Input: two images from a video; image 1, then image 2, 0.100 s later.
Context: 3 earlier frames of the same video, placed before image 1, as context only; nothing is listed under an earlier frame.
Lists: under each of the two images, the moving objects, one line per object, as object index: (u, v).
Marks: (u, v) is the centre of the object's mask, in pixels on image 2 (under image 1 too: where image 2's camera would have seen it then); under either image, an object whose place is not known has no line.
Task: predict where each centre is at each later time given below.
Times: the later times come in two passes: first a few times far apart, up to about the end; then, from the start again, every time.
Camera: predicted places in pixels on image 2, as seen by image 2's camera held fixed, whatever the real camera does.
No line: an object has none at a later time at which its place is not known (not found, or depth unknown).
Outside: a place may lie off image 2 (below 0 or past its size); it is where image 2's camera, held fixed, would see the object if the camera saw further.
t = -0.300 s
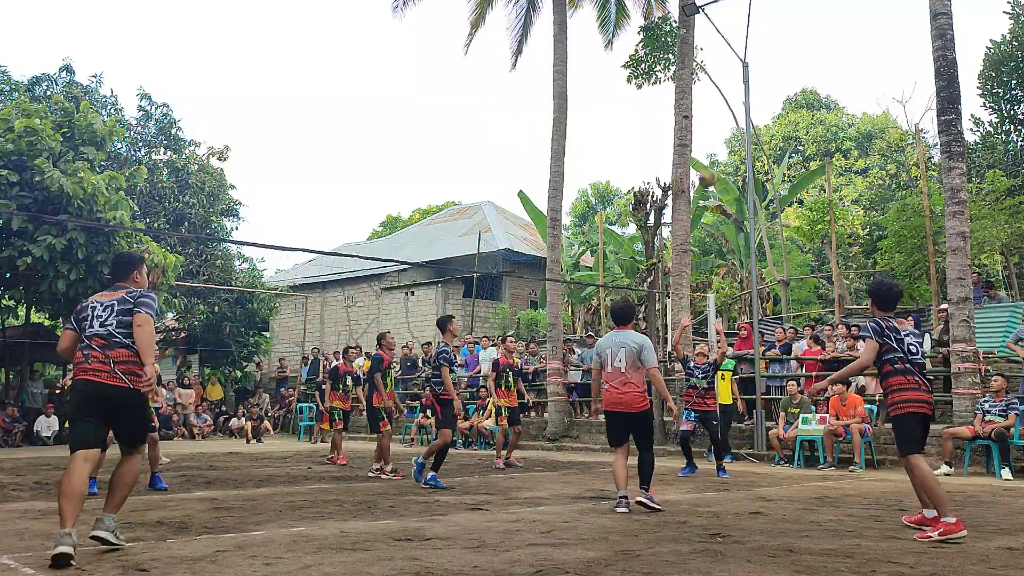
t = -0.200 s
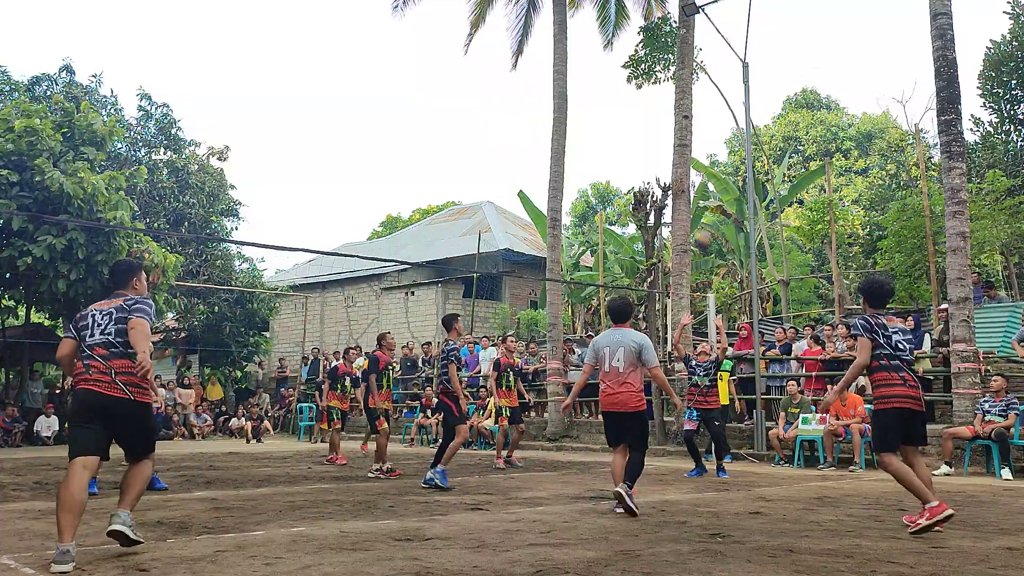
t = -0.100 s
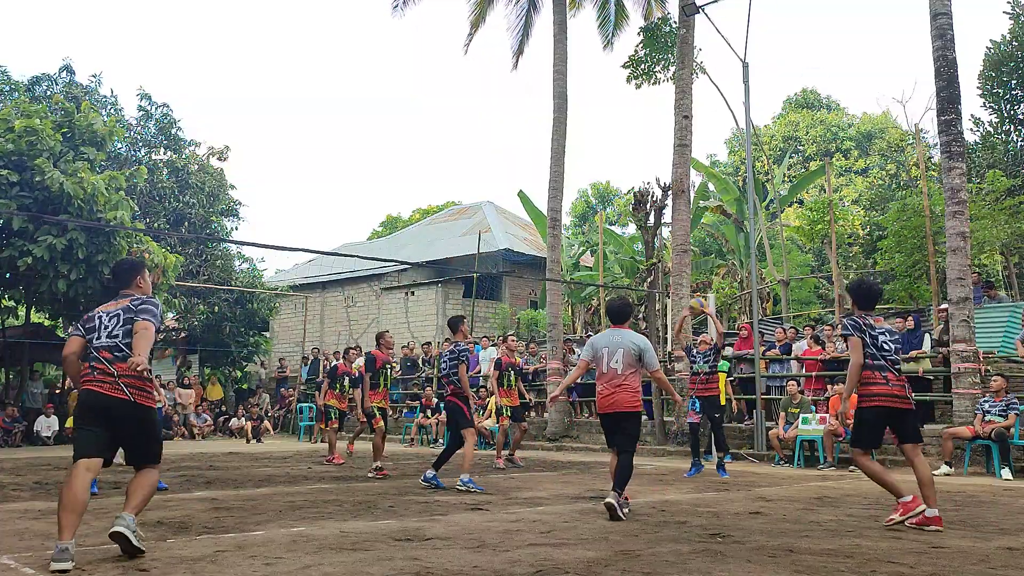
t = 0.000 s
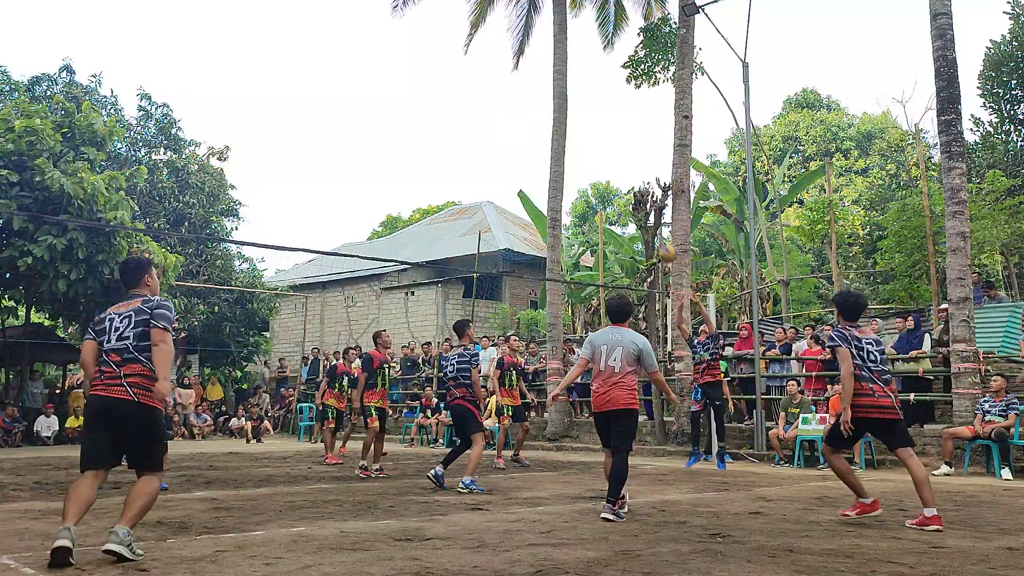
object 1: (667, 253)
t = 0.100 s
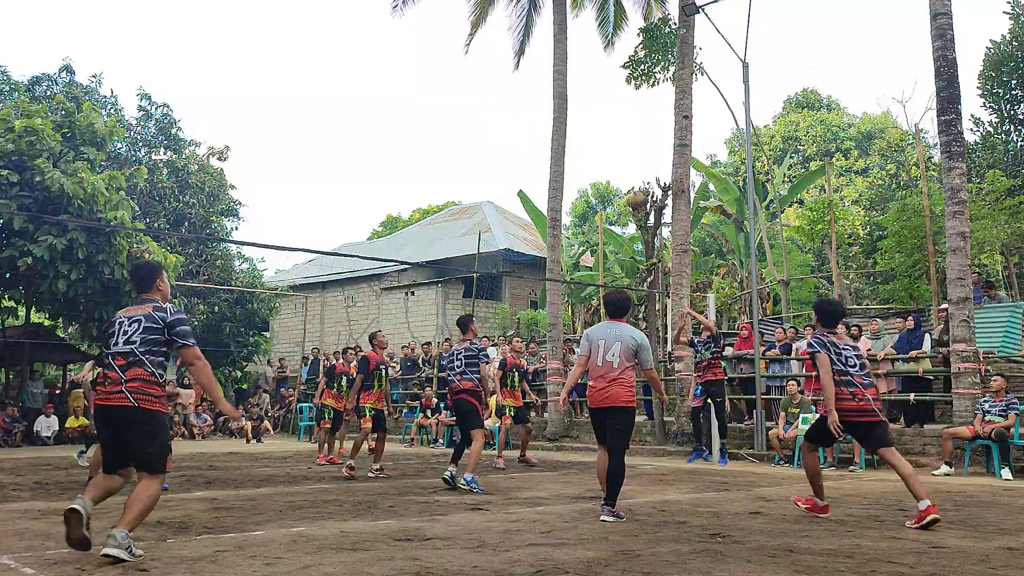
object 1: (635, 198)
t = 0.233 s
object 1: (589, 139)
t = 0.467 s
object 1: (505, 64)
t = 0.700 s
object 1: (411, 31)
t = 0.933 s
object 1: (304, 51)
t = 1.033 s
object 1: (254, 78)
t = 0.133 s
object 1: (624, 184)
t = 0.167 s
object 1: (612, 168)
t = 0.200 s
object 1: (600, 153)
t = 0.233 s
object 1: (589, 139)
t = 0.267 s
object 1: (577, 126)
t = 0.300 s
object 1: (567, 114)
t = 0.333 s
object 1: (554, 103)
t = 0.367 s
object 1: (542, 92)
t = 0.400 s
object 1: (530, 81)
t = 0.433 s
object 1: (518, 72)
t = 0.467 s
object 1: (505, 64)
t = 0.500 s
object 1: (493, 56)
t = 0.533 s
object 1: (479, 50)
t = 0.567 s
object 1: (466, 44)
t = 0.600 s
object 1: (453, 39)
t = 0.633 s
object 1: (439, 36)
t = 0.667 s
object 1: (425, 33)
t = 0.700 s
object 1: (411, 31)
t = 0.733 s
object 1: (397, 31)
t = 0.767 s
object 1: (382, 31)
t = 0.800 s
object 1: (367, 33)
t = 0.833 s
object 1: (352, 35)
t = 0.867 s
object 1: (336, 39)
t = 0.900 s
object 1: (320, 44)
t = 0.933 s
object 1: (304, 51)
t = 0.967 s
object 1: (288, 59)
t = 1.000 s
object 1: (271, 68)
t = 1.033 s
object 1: (254, 78)
